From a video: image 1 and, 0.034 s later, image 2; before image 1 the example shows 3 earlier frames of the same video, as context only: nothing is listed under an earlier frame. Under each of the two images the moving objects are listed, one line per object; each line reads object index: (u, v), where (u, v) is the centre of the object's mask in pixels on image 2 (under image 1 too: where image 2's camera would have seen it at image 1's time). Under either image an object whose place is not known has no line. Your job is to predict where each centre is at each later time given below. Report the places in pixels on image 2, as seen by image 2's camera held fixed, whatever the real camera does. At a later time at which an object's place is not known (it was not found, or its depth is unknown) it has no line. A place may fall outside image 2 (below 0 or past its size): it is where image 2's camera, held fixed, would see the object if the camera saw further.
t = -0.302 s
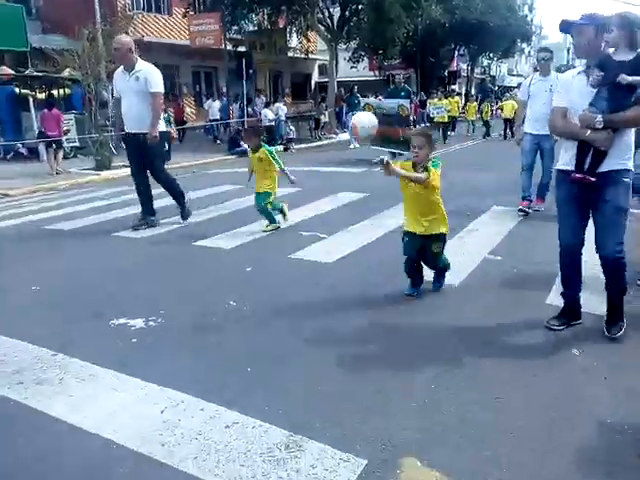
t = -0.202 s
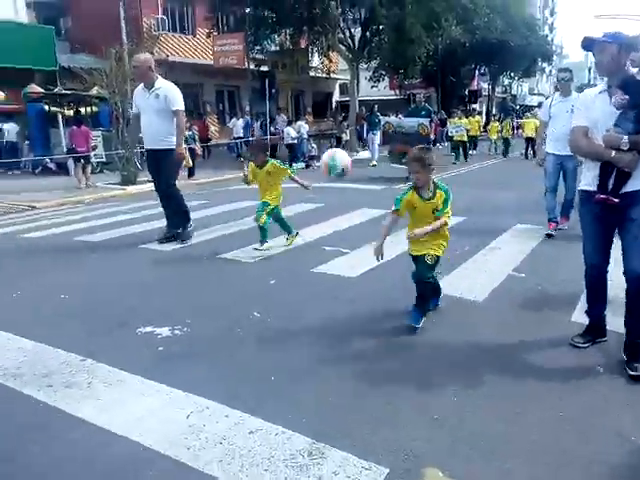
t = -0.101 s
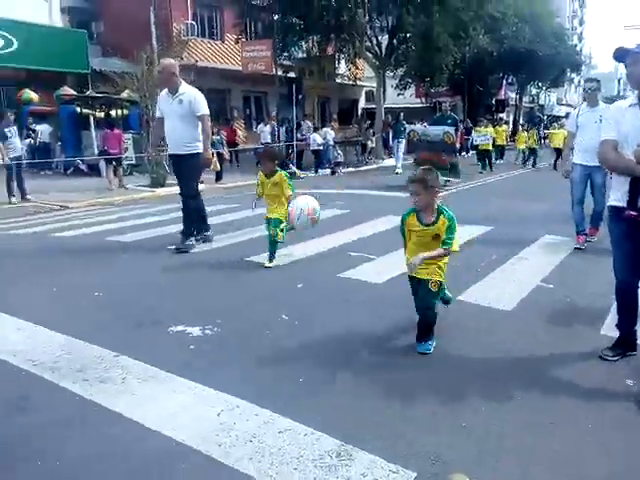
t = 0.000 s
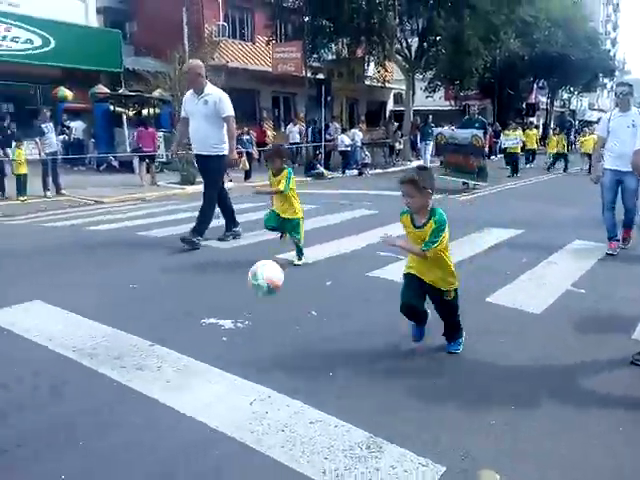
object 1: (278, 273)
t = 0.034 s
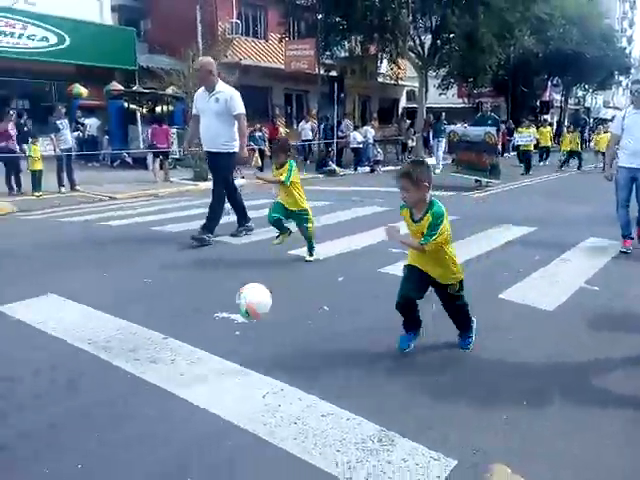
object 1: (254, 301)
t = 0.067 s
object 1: (228, 333)
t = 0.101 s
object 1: (199, 371)
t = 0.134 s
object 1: (184, 373)
